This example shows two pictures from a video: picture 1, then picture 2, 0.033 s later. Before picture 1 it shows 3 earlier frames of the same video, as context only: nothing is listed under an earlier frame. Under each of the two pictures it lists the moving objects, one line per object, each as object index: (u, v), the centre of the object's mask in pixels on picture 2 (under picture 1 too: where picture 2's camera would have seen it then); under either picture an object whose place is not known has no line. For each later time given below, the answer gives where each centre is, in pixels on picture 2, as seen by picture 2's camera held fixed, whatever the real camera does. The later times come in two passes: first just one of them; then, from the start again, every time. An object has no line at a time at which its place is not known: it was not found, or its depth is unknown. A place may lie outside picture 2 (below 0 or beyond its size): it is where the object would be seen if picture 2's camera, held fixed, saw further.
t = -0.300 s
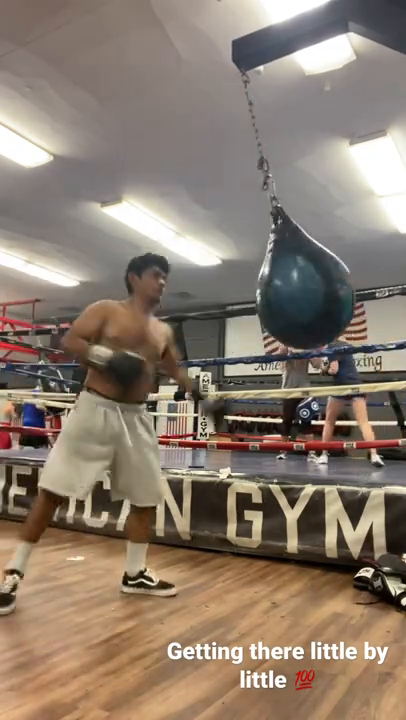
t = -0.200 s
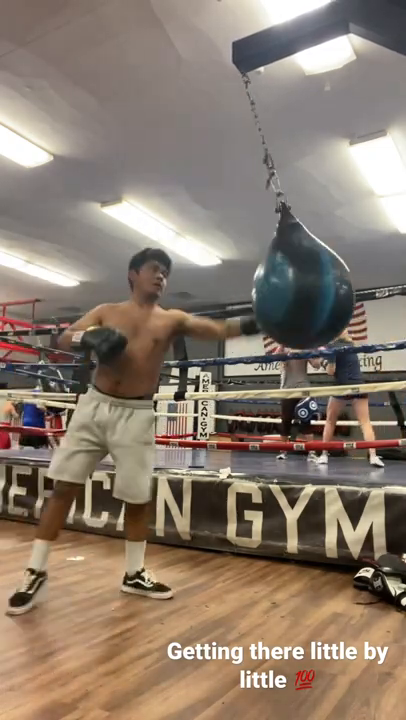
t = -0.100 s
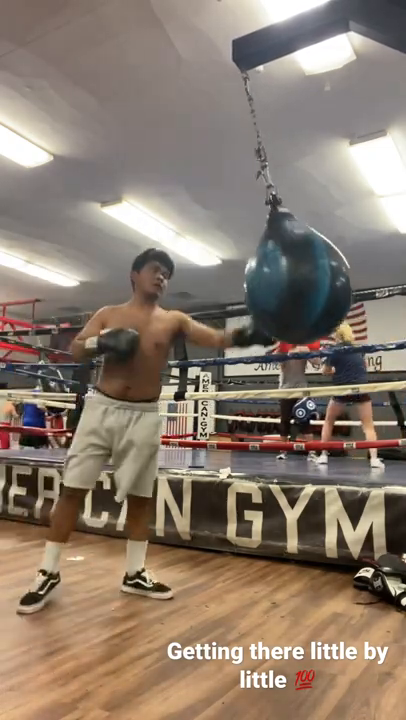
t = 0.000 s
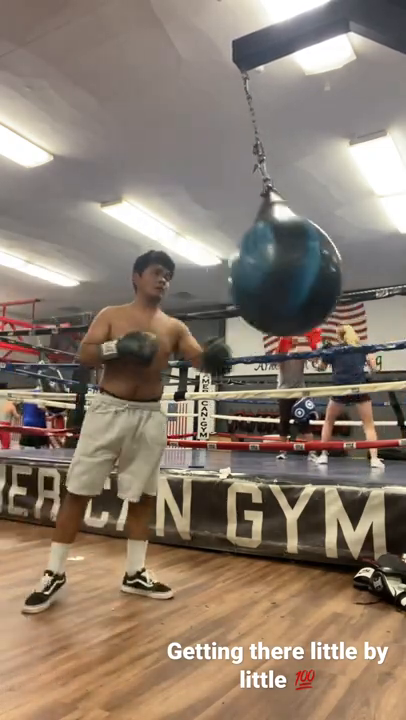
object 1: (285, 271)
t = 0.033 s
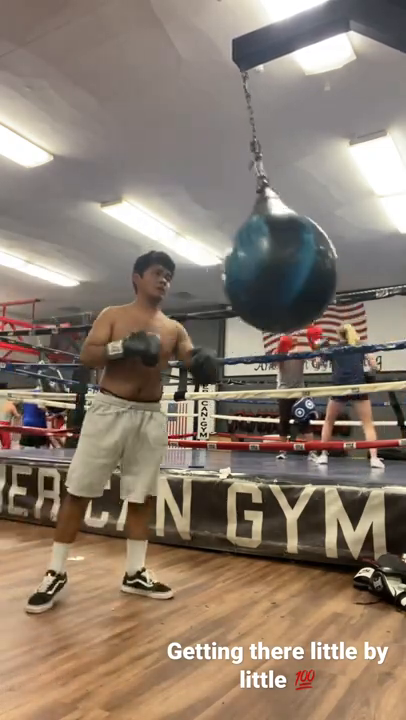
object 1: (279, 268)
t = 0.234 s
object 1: (234, 247)
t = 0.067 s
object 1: (273, 263)
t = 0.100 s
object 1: (266, 260)
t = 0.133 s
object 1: (259, 256)
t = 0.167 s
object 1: (250, 253)
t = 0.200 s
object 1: (242, 251)
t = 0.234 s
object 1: (234, 247)
